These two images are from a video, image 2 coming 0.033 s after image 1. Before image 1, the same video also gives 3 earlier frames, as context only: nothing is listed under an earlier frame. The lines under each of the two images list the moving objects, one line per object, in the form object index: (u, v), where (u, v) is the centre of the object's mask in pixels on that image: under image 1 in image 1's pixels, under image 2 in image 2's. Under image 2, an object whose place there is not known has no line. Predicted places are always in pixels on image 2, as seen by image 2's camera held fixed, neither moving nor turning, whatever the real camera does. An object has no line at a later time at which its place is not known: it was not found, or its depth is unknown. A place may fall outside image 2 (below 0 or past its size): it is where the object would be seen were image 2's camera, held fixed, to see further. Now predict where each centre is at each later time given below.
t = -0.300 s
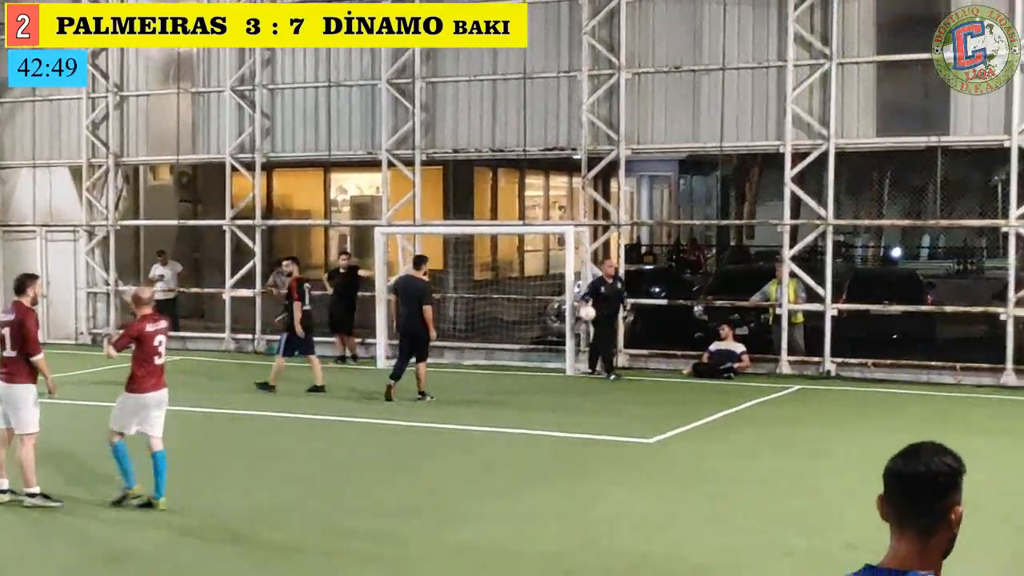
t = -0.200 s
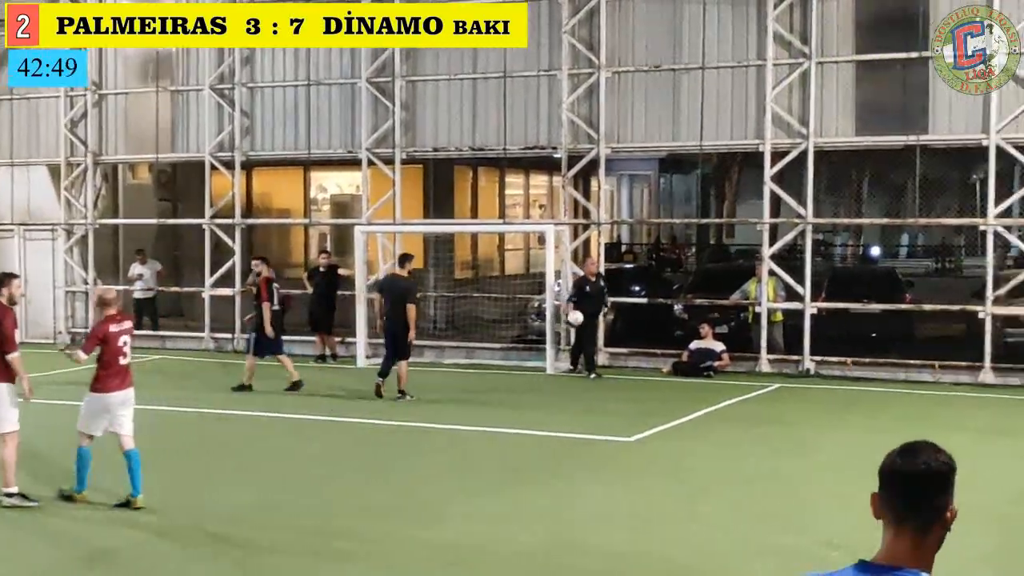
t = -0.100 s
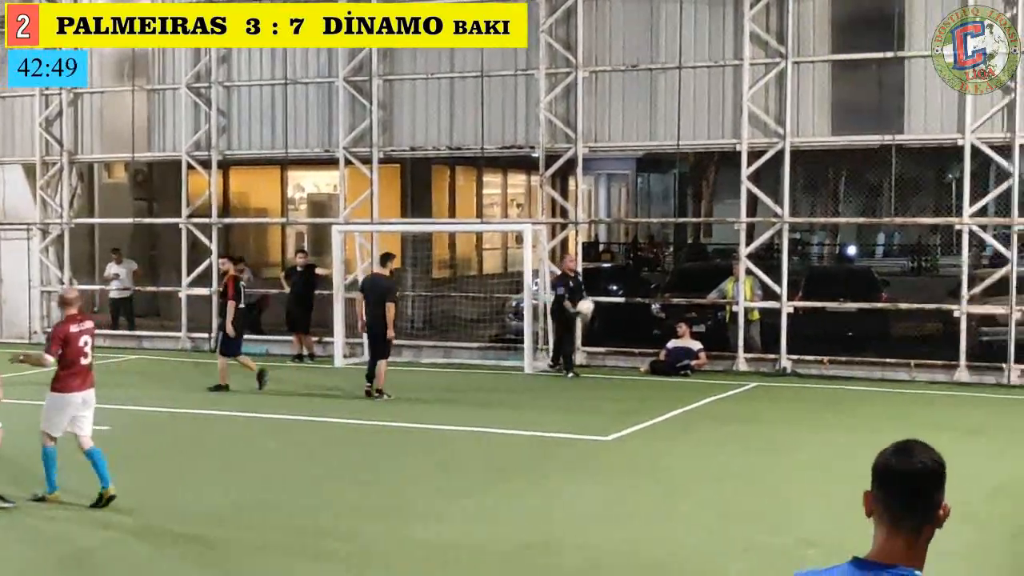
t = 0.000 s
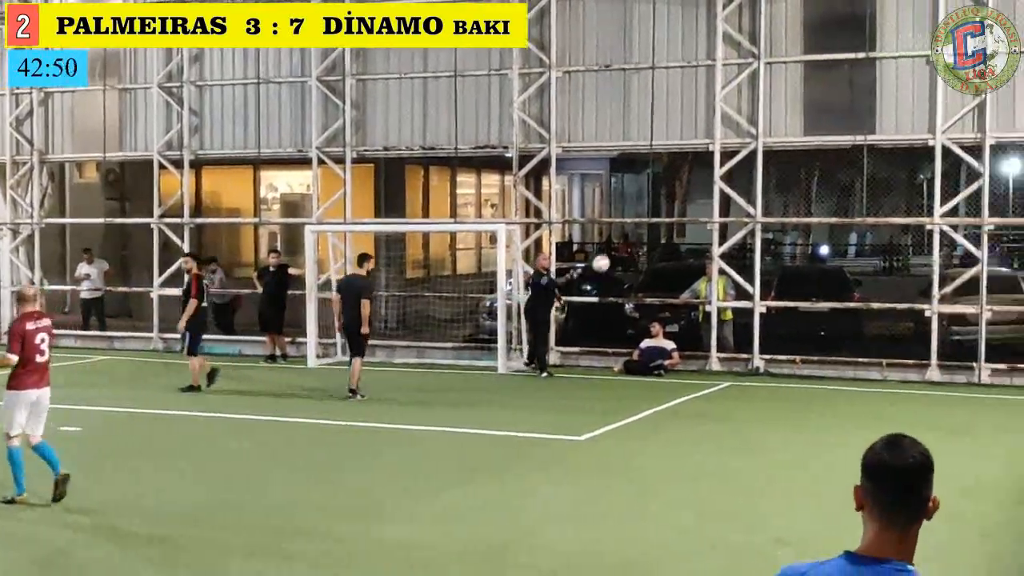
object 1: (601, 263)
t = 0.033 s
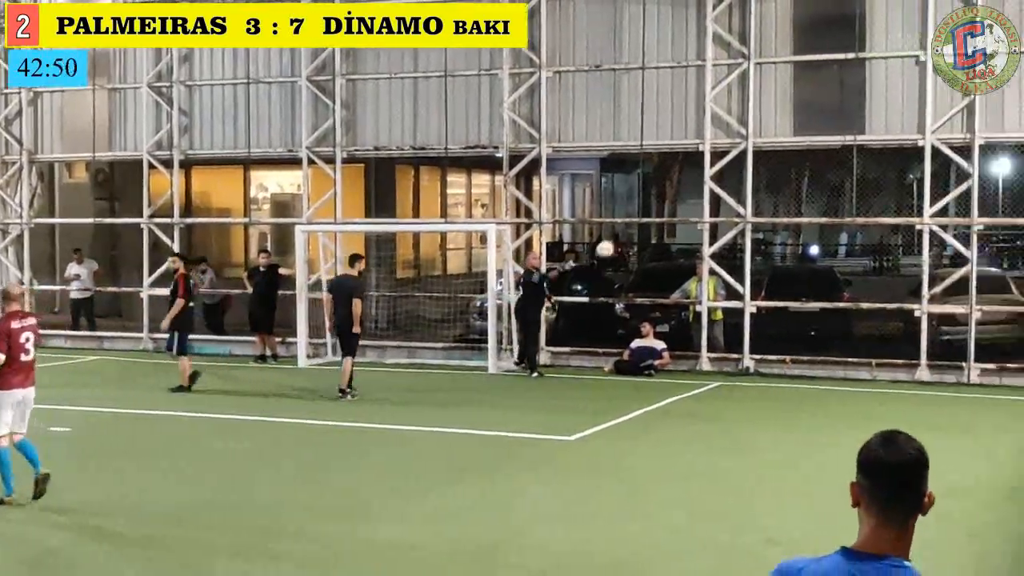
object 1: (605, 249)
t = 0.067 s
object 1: (619, 234)
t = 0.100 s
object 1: (633, 221)
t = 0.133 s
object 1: (648, 208)
